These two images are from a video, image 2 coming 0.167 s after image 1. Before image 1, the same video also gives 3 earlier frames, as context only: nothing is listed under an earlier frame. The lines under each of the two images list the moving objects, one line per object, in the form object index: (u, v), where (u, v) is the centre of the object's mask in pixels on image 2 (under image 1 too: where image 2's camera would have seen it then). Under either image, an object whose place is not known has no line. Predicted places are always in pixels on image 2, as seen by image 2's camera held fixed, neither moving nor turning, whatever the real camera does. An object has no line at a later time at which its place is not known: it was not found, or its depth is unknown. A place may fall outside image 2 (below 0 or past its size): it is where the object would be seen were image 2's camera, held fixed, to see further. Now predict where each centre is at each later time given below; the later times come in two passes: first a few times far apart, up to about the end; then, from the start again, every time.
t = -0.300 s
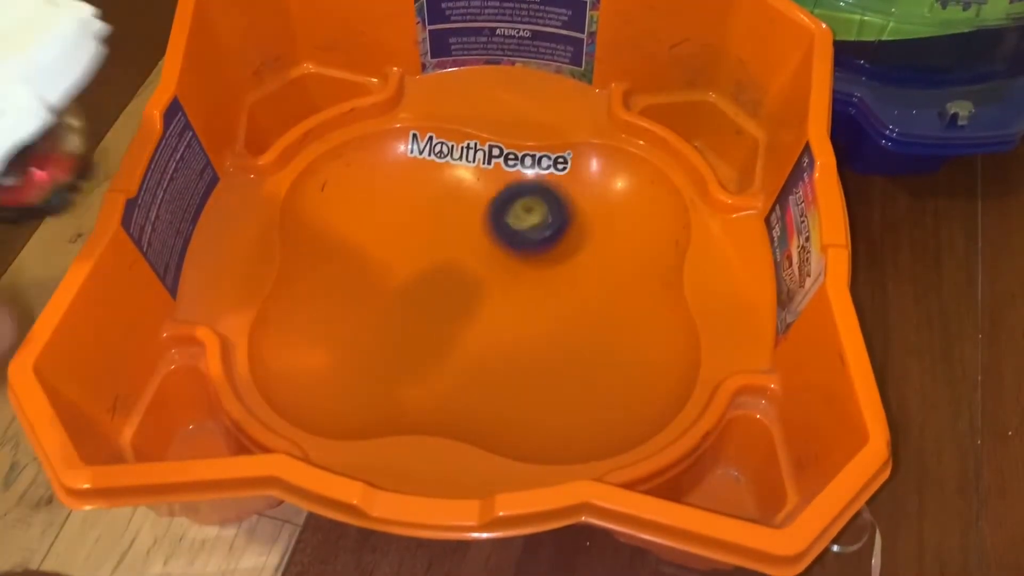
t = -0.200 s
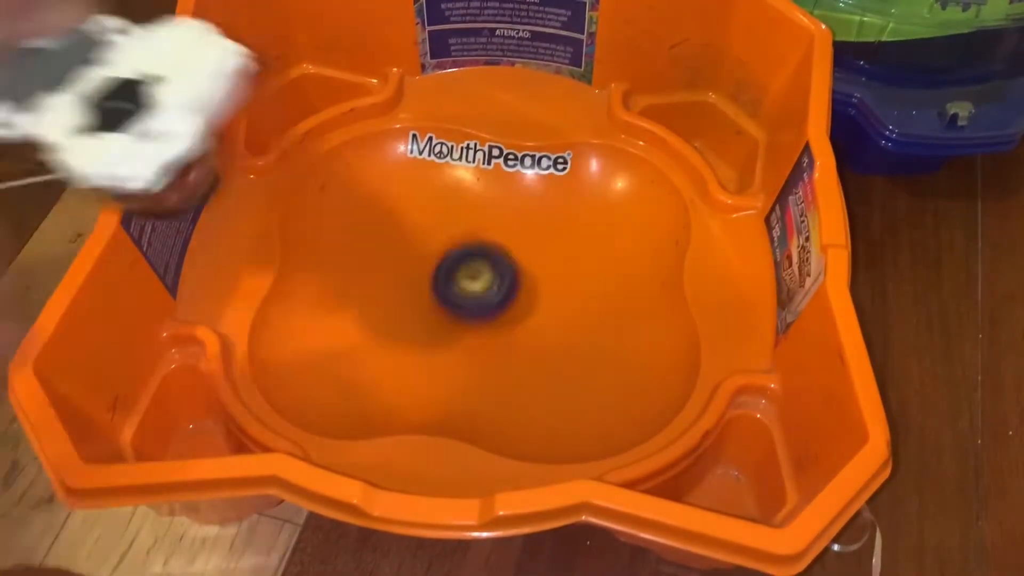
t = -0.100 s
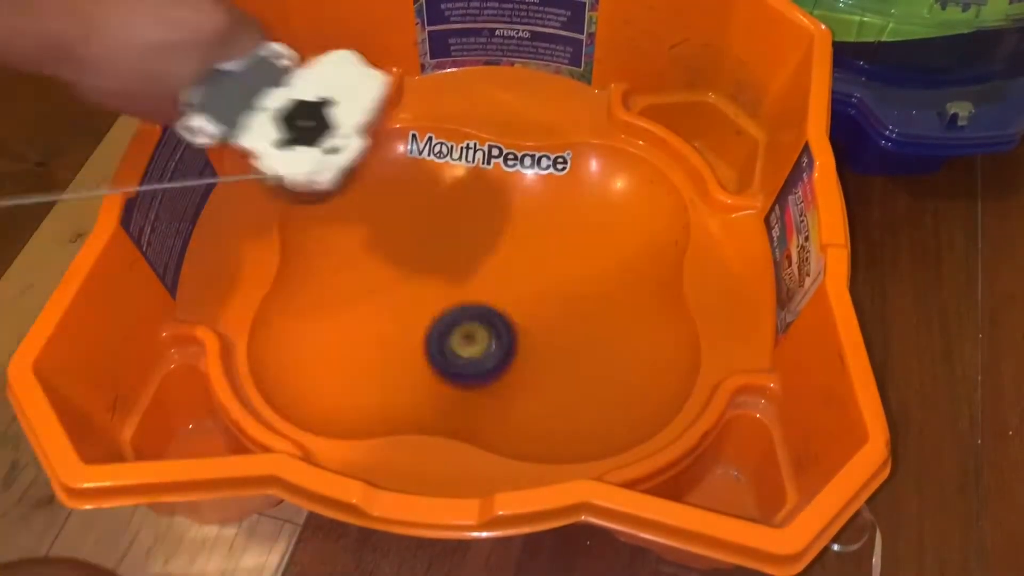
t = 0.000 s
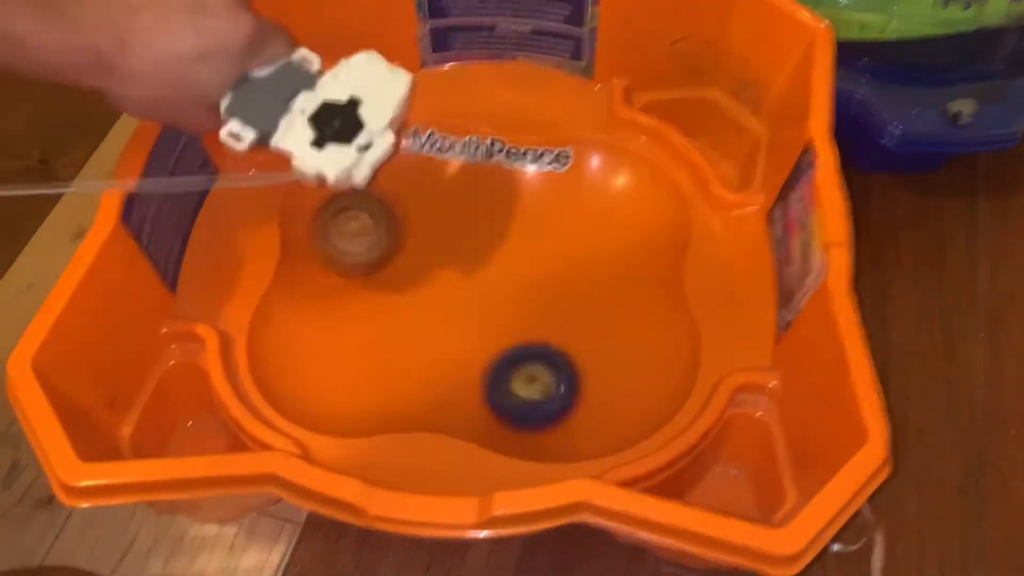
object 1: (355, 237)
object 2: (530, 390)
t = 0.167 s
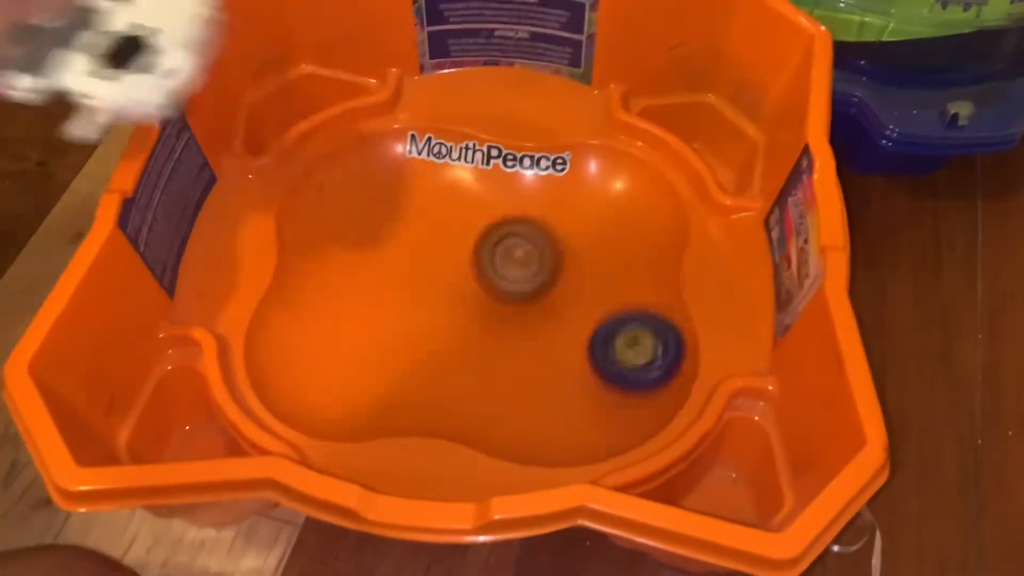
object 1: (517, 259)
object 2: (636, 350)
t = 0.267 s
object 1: (545, 230)
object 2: (623, 287)
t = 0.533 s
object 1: (525, 204)
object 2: (470, 295)
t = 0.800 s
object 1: (567, 250)
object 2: (458, 376)
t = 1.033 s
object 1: (613, 177)
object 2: (542, 337)
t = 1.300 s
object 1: (518, 207)
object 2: (351, 329)
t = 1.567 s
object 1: (571, 255)
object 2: (459, 355)
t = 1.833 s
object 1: (617, 180)
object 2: (435, 219)
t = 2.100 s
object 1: (486, 296)
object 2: (338, 253)
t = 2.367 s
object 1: (593, 403)
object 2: (468, 289)
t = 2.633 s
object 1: (576, 271)
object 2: (477, 188)
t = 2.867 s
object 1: (439, 276)
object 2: (378, 217)
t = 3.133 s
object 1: (504, 376)
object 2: (386, 235)
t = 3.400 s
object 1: (539, 322)
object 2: (462, 200)
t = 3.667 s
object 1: (490, 303)
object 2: (414, 195)
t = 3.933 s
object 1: (627, 390)
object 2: (357, 199)
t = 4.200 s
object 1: (572, 276)
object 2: (473, 243)
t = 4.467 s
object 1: (580, 325)
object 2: (431, 195)
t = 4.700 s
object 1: (554, 351)
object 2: (430, 257)
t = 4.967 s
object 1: (542, 389)
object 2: (522, 283)
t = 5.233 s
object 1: (569, 376)
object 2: (560, 229)
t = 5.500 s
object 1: (486, 345)
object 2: (504, 225)
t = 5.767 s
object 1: (462, 359)
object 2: (451, 228)
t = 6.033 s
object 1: (424, 349)
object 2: (480, 257)
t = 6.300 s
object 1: (379, 316)
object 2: (538, 258)
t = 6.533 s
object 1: (338, 309)
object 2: (563, 244)
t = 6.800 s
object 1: (381, 313)
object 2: (531, 250)
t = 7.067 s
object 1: (425, 284)
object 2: (538, 282)
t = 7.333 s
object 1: (449, 255)
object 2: (550, 301)
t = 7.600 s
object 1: (446, 220)
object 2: (540, 328)
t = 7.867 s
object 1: (439, 208)
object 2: (508, 327)
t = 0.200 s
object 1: (537, 252)
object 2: (641, 320)
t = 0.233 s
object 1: (551, 248)
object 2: (633, 300)
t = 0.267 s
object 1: (545, 230)
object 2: (623, 287)
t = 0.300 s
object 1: (538, 223)
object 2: (610, 282)
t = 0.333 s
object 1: (541, 202)
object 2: (592, 278)
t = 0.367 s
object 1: (544, 183)
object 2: (570, 272)
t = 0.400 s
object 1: (545, 176)
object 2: (552, 269)
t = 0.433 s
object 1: (542, 174)
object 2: (534, 271)
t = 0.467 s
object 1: (538, 181)
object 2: (516, 275)
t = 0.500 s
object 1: (532, 189)
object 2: (493, 283)
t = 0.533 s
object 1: (525, 204)
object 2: (470, 295)
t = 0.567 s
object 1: (520, 216)
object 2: (451, 309)
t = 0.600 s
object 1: (517, 226)
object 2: (437, 322)
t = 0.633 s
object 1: (517, 234)
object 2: (427, 336)
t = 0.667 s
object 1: (521, 242)
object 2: (421, 351)
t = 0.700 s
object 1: (528, 247)
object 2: (421, 364)
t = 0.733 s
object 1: (538, 250)
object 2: (426, 372)
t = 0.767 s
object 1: (551, 251)
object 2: (438, 375)
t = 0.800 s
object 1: (567, 250)
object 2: (458, 376)
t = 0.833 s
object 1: (586, 245)
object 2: (482, 375)
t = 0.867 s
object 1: (606, 237)
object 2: (506, 375)
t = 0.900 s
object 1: (624, 226)
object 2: (526, 375)
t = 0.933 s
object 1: (639, 212)
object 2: (541, 370)
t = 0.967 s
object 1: (642, 194)
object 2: (548, 362)
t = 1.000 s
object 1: (631, 184)
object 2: (548, 351)
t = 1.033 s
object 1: (613, 177)
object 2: (542, 337)
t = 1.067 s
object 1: (588, 175)
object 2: (531, 321)
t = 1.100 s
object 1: (563, 181)
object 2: (515, 304)
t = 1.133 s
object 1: (535, 197)
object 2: (496, 290)
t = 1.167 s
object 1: (522, 207)
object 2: (473, 283)
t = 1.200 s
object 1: (525, 198)
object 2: (438, 293)
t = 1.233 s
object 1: (525, 194)
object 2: (405, 304)
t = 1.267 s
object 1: (523, 199)
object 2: (375, 315)
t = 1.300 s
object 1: (518, 207)
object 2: (351, 329)
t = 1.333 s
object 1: (516, 213)
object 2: (331, 344)
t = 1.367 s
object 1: (515, 219)
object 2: (322, 359)
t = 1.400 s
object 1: (517, 225)
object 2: (322, 377)
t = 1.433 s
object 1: (521, 233)
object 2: (336, 389)
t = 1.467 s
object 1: (530, 241)
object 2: (361, 394)
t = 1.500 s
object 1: (540, 247)
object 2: (393, 386)
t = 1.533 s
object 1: (554, 251)
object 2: (429, 373)
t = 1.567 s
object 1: (571, 255)
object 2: (459, 355)
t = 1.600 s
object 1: (589, 255)
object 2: (479, 335)
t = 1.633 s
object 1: (605, 251)
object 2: (491, 315)
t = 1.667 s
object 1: (621, 244)
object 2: (497, 296)
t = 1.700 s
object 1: (631, 235)
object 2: (495, 280)
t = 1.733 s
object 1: (637, 221)
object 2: (487, 263)
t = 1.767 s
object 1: (639, 207)
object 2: (474, 248)
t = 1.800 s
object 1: (631, 192)
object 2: (456, 234)
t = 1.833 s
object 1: (617, 180)
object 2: (435, 219)
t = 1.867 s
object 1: (595, 175)
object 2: (413, 206)
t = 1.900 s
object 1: (572, 180)
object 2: (392, 196)
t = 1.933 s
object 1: (547, 194)
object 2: (370, 191)
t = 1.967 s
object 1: (524, 214)
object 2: (350, 192)
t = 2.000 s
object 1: (508, 235)
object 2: (334, 198)
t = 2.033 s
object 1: (496, 256)
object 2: (325, 212)
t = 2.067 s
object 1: (489, 276)
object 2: (329, 230)
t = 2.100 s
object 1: (486, 296)
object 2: (338, 253)
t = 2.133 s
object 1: (487, 312)
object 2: (353, 276)
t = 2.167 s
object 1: (494, 330)
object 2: (367, 294)
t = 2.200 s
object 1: (503, 348)
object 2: (382, 307)
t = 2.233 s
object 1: (516, 364)
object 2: (399, 314)
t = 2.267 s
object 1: (531, 379)
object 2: (416, 316)
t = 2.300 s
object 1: (548, 391)
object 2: (432, 311)
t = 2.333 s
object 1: (570, 400)
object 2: (450, 301)
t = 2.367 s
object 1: (593, 403)
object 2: (468, 289)
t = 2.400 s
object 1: (614, 399)
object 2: (481, 275)
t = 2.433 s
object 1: (634, 387)
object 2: (494, 259)
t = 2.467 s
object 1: (645, 369)
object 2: (501, 245)
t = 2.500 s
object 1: (647, 346)
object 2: (504, 230)
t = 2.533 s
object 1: (639, 322)
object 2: (505, 216)
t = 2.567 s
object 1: (620, 302)
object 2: (500, 204)
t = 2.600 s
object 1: (597, 285)
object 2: (491, 195)
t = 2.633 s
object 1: (576, 271)
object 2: (477, 188)
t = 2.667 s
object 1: (560, 262)
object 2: (459, 185)
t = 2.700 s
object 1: (542, 255)
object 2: (438, 180)
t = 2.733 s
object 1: (524, 253)
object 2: (418, 178)
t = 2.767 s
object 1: (505, 254)
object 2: (399, 183)
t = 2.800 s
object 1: (485, 258)
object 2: (385, 193)
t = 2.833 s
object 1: (462, 265)
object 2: (379, 205)
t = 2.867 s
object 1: (439, 276)
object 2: (378, 217)
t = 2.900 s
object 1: (435, 313)
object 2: (369, 206)
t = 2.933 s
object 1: (431, 345)
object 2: (363, 200)
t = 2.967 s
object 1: (430, 367)
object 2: (357, 200)
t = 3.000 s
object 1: (435, 382)
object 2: (353, 206)
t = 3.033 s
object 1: (446, 386)
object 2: (354, 215)
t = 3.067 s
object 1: (462, 389)
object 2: (361, 223)
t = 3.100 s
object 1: (483, 382)
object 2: (372, 231)
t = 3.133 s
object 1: (504, 376)
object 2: (386, 235)
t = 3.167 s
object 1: (524, 369)
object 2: (403, 237)
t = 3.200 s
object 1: (539, 363)
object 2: (417, 237)
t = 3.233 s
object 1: (549, 357)
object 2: (432, 234)
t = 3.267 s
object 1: (553, 352)
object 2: (444, 229)
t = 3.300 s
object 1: (552, 346)
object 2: (454, 221)
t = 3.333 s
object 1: (549, 339)
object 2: (460, 214)
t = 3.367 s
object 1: (544, 330)
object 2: (462, 207)
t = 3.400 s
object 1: (539, 322)
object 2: (462, 200)
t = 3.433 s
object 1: (534, 314)
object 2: (457, 195)
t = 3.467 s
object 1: (527, 305)
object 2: (449, 192)
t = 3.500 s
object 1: (518, 297)
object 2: (441, 189)
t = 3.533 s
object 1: (508, 288)
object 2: (432, 191)
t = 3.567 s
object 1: (498, 280)
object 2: (425, 195)
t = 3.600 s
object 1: (490, 274)
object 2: (422, 204)
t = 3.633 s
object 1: (481, 271)
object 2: (422, 213)
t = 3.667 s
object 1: (490, 303)
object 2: (414, 195)
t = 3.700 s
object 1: (500, 335)
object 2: (406, 180)
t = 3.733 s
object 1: (512, 360)
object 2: (398, 171)
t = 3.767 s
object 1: (527, 381)
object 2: (391, 168)
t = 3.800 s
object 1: (545, 393)
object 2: (382, 169)
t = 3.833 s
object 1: (564, 400)
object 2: (372, 172)
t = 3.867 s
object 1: (584, 401)
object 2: (362, 178)
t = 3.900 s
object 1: (606, 399)
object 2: (356, 187)
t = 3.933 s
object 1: (627, 390)
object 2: (357, 199)
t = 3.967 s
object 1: (643, 375)
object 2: (364, 211)
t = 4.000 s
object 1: (651, 356)
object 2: (376, 221)
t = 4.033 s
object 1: (649, 336)
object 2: (392, 228)
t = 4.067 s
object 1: (636, 318)
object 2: (408, 233)
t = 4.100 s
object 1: (620, 304)
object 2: (425, 238)
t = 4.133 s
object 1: (602, 292)
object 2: (442, 240)
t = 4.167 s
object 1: (586, 282)
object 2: (457, 242)
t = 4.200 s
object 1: (572, 276)
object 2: (473, 243)
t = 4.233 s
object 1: (572, 279)
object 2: (478, 235)
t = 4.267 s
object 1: (584, 292)
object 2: (475, 225)
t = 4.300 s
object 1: (590, 303)
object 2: (471, 216)
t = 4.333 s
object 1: (590, 310)
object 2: (465, 210)
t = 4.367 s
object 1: (588, 315)
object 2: (457, 204)
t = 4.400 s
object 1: (586, 318)
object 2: (449, 199)
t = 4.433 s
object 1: (583, 321)
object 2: (440, 195)
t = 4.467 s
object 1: (580, 325)
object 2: (431, 195)
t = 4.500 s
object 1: (577, 329)
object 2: (422, 197)
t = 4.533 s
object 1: (574, 332)
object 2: (415, 203)
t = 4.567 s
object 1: (570, 337)
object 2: (412, 213)
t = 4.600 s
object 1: (566, 341)
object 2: (413, 224)
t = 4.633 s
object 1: (562, 344)
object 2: (417, 234)
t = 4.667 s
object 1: (558, 347)
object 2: (423, 245)
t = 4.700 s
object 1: (554, 351)
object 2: (430, 257)
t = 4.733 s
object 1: (550, 354)
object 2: (441, 267)
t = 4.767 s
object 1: (546, 356)
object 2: (452, 276)
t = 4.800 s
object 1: (543, 358)
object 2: (464, 284)
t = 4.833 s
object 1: (539, 360)
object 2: (476, 292)
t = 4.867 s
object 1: (537, 363)
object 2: (489, 295)
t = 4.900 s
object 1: (537, 374)
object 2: (500, 290)
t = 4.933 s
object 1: (539, 383)
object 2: (511, 287)
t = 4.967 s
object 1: (542, 389)
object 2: (522, 283)
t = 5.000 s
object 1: (548, 394)
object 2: (533, 278)
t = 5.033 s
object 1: (554, 396)
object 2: (543, 272)
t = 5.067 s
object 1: (560, 396)
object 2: (551, 265)
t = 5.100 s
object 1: (565, 394)
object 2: (557, 257)
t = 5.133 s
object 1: (569, 391)
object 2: (561, 250)
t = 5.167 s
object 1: (571, 387)
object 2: (564, 242)
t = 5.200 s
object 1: (571, 382)
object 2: (564, 235)
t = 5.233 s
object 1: (569, 376)
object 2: (560, 229)
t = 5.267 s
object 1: (565, 370)
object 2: (554, 225)
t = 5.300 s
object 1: (559, 361)
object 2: (548, 223)
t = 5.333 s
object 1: (550, 351)
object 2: (539, 224)
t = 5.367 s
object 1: (539, 340)
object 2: (529, 227)
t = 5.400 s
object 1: (528, 330)
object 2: (520, 233)
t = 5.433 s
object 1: (516, 319)
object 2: (513, 240)
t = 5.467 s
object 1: (500, 332)
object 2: (508, 232)
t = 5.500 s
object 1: (486, 345)
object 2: (504, 225)
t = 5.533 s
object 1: (477, 353)
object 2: (500, 221)
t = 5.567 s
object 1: (471, 358)
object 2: (493, 217)
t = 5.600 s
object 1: (468, 361)
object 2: (486, 215)
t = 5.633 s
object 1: (467, 362)
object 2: (478, 215)
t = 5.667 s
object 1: (465, 362)
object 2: (469, 216)
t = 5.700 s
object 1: (464, 362)
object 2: (461, 219)
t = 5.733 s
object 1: (463, 361)
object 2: (456, 223)
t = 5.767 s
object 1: (462, 359)
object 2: (451, 228)
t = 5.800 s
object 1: (461, 356)
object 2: (448, 235)
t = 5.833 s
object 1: (459, 351)
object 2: (447, 244)
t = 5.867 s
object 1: (457, 346)
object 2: (448, 253)
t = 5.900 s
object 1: (453, 339)
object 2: (451, 261)
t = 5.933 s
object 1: (442, 346)
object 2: (459, 260)
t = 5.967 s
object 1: (433, 351)
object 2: (467, 258)
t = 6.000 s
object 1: (427, 351)
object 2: (475, 257)
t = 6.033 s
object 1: (424, 349)
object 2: (480, 257)
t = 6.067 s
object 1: (421, 346)
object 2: (488, 257)
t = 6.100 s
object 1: (418, 342)
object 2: (496, 258)
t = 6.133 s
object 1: (413, 338)
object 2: (501, 260)
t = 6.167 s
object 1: (407, 334)
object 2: (510, 261)
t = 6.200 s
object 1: (400, 329)
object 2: (516, 260)
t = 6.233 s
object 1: (392, 325)
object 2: (525, 260)
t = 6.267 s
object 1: (385, 320)
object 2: (532, 259)
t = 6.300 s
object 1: (379, 316)
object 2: (538, 258)
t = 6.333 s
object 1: (371, 312)
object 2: (545, 257)
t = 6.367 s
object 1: (364, 309)
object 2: (549, 255)
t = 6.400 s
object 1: (357, 307)
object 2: (555, 253)
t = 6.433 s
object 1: (350, 305)
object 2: (559, 250)
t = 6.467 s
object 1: (345, 305)
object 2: (562, 247)
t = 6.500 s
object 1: (341, 306)
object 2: (564, 245)
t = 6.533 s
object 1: (338, 309)
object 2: (563, 244)
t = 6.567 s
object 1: (338, 312)
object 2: (562, 243)
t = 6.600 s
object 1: (339, 315)
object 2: (560, 242)
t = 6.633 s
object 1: (343, 317)
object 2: (557, 241)
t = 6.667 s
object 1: (347, 318)
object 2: (552, 241)
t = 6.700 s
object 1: (352, 319)
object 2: (548, 243)
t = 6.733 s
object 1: (361, 318)
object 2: (542, 244)
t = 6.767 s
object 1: (370, 316)
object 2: (537, 247)
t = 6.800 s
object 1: (381, 313)
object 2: (531, 250)
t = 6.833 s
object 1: (395, 309)
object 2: (525, 254)
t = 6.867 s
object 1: (409, 304)
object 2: (519, 258)
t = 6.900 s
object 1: (423, 299)
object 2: (513, 263)
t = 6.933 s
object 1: (425, 294)
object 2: (516, 268)
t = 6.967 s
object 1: (420, 290)
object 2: (524, 272)
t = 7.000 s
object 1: (420, 287)
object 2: (528, 276)
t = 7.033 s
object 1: (423, 286)
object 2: (534, 278)
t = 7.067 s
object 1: (425, 284)
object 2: (538, 282)
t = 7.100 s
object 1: (428, 281)
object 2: (543, 284)
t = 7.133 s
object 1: (432, 279)
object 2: (543, 286)
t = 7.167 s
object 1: (436, 277)
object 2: (547, 288)
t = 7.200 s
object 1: (442, 275)
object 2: (546, 290)
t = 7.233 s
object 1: (448, 272)
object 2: (547, 291)
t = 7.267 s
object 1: (453, 269)
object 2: (545, 293)
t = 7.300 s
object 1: (452, 263)
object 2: (548, 296)
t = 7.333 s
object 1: (449, 255)
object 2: (550, 301)
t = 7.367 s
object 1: (448, 250)
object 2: (551, 306)
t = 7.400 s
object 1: (448, 245)
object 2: (551, 310)
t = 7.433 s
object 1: (448, 241)
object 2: (550, 313)
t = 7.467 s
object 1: (447, 236)
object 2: (549, 317)
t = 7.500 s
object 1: (447, 231)
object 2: (546, 320)
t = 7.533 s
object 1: (447, 228)
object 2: (544, 323)
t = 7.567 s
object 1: (447, 224)
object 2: (543, 326)
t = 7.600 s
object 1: (446, 220)
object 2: (540, 328)
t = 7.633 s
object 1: (445, 217)
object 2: (539, 329)
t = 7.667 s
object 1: (444, 214)
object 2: (535, 330)
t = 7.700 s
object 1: (443, 212)
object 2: (532, 330)
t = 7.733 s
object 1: (442, 210)
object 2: (529, 331)
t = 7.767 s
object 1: (442, 209)
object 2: (524, 330)
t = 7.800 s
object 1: (441, 208)
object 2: (519, 329)
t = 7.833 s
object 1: (440, 208)
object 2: (512, 328)
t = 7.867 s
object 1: (439, 208)
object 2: (508, 327)
